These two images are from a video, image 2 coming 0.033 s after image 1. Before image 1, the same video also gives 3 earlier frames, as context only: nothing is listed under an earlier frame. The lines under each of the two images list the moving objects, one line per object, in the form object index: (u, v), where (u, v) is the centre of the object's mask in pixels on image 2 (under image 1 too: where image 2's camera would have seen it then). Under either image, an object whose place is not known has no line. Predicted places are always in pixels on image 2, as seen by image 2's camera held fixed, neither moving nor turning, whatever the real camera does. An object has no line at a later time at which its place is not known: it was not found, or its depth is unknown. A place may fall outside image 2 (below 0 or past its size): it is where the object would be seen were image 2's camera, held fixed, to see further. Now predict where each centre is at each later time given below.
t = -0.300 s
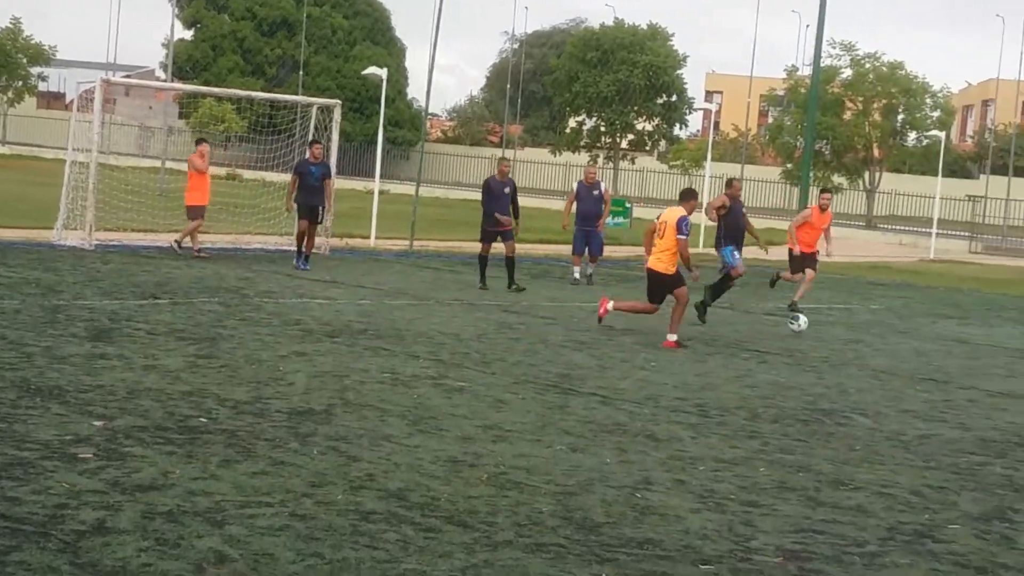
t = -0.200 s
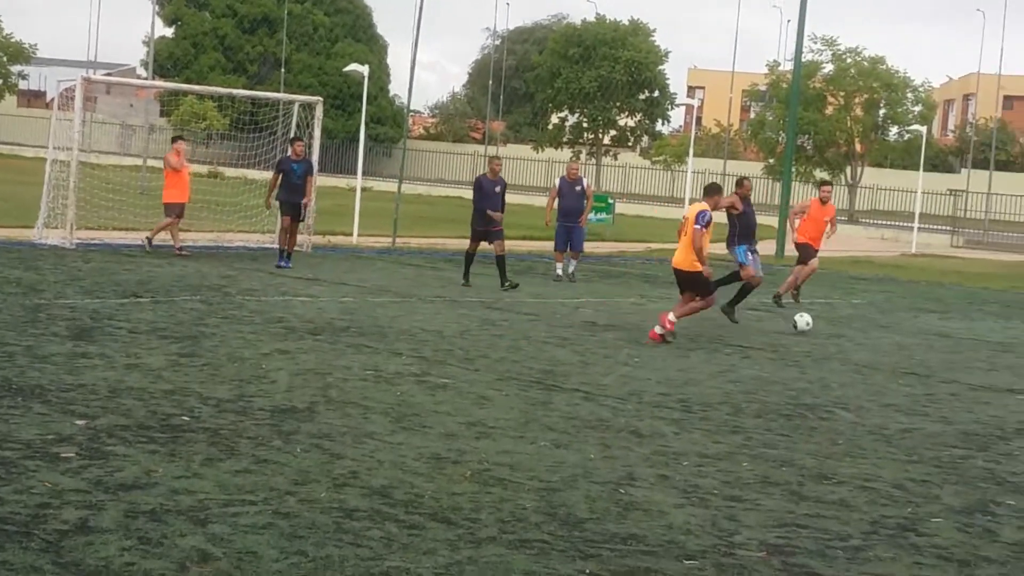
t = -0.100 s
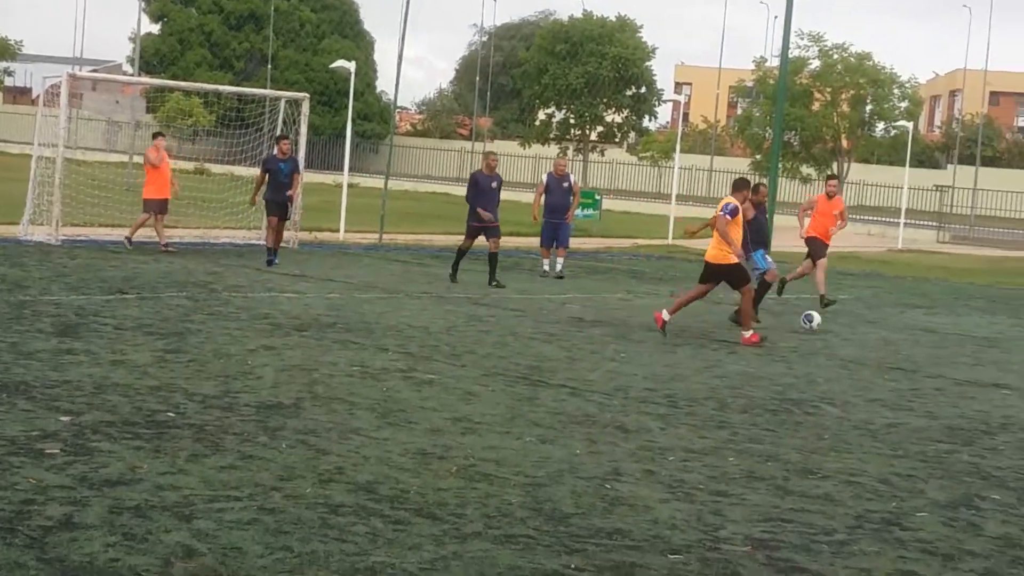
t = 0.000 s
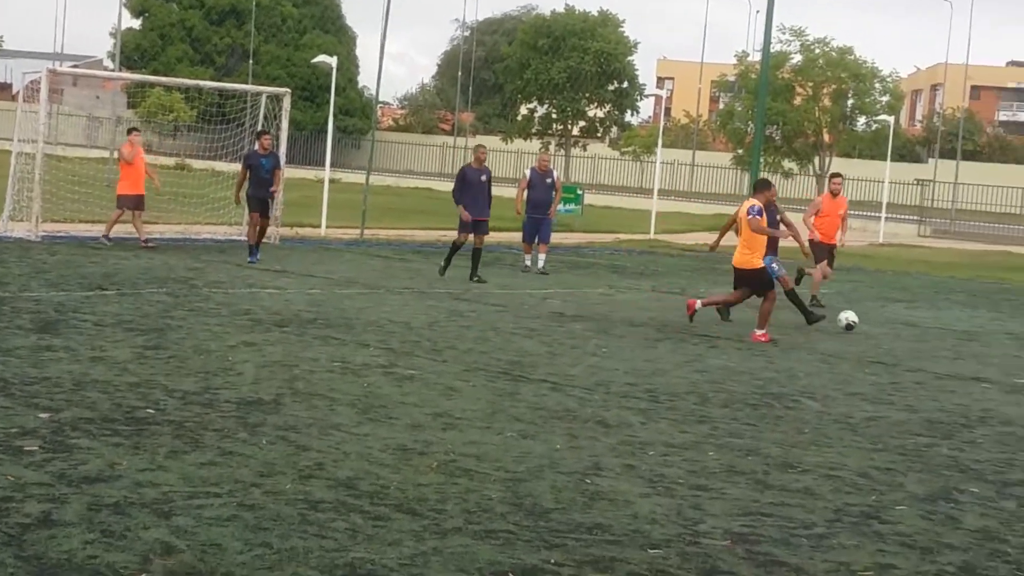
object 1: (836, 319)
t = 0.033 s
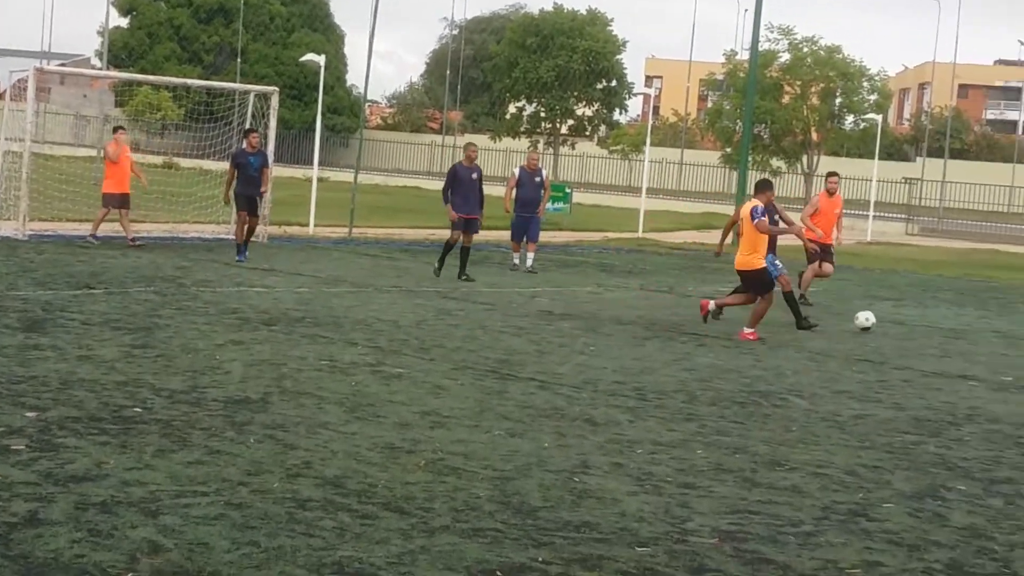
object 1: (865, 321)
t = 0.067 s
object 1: (894, 324)
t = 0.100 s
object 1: (923, 327)
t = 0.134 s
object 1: (950, 328)
